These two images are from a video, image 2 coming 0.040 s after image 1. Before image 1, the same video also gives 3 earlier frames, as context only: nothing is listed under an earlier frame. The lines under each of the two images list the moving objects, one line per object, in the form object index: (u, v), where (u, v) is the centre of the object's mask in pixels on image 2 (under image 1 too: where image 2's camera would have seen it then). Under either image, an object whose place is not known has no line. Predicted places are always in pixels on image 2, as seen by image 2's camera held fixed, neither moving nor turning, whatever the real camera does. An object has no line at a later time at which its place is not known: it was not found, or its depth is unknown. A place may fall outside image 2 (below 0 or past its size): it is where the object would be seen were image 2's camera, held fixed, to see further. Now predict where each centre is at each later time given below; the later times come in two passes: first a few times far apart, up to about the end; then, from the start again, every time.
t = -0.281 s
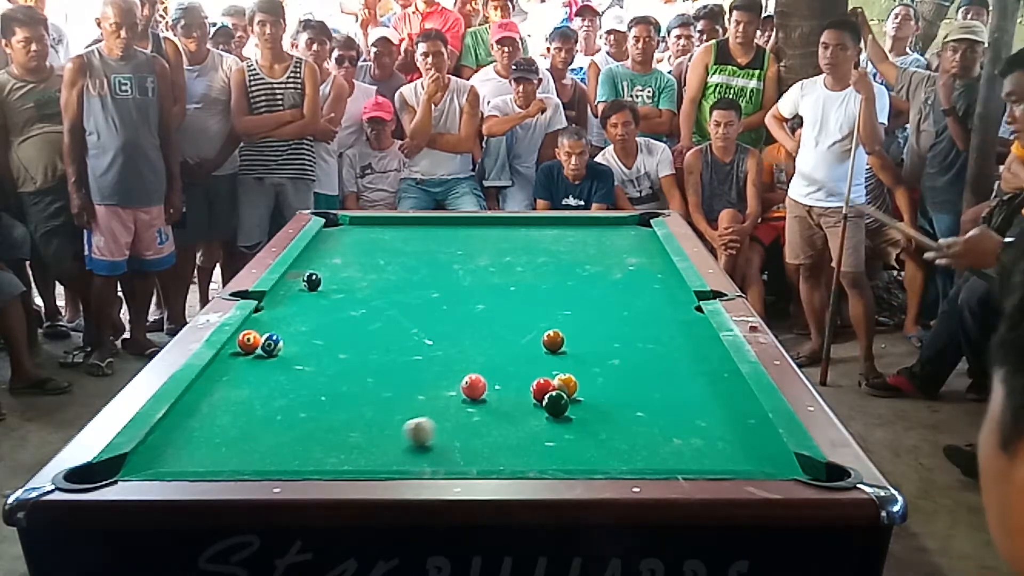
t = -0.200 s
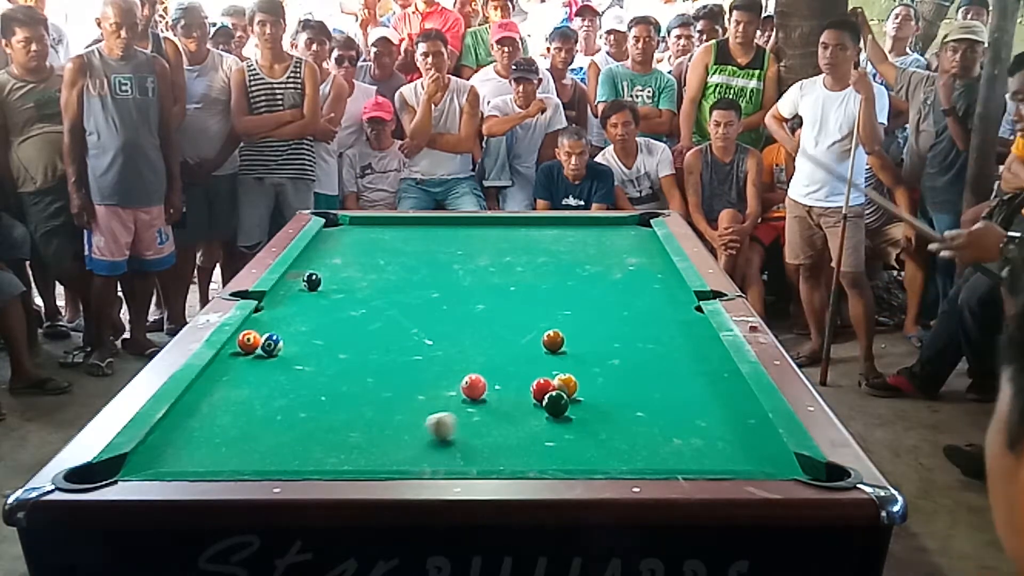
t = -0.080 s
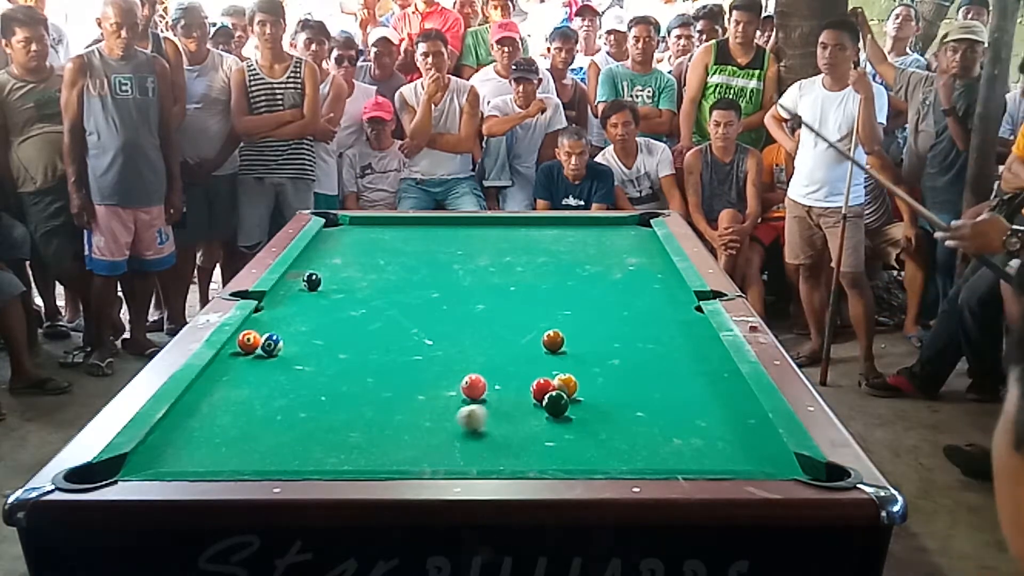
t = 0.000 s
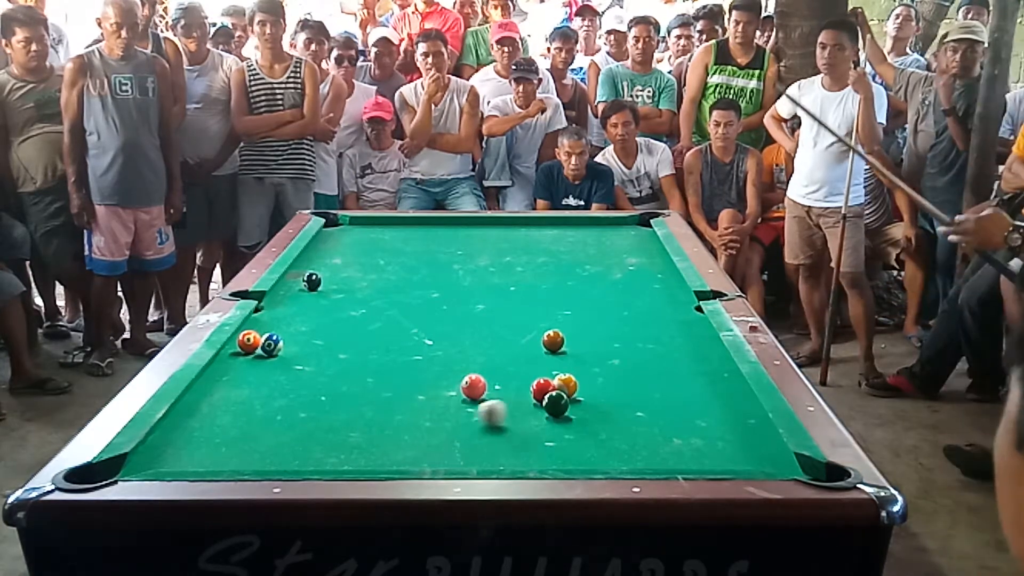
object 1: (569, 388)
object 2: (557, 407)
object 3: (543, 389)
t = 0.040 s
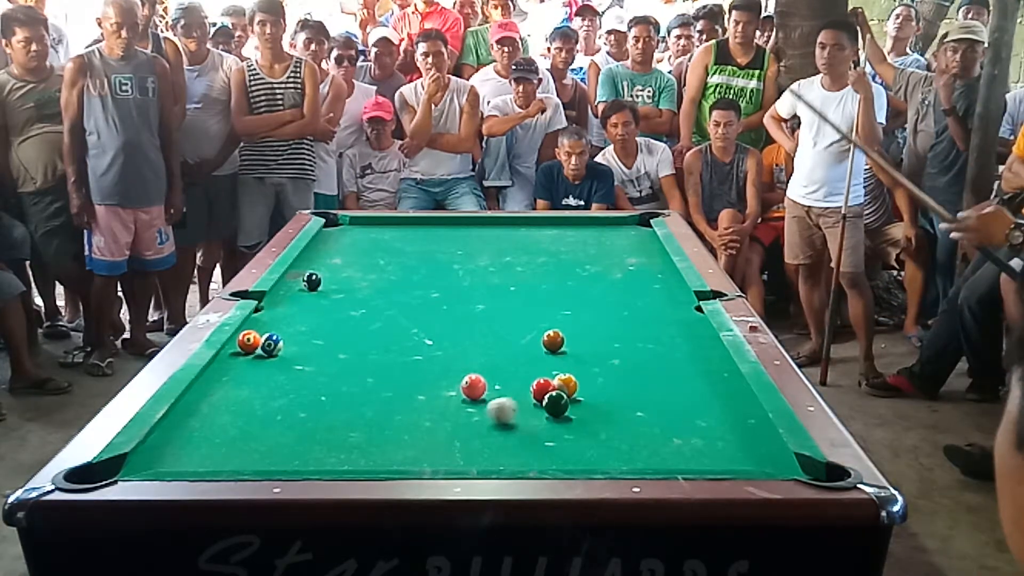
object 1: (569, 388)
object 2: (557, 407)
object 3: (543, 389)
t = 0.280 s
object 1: (566, 385)
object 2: (577, 408)
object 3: (547, 387)
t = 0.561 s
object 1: (584, 383)
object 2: (617, 407)
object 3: (543, 385)
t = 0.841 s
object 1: (599, 379)
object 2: (650, 405)
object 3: (540, 383)
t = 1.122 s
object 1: (610, 375)
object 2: (683, 404)
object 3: (538, 382)
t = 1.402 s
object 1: (620, 372)
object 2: (713, 404)
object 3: (538, 382)
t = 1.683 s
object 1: (625, 368)
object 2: (738, 403)
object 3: (538, 382)
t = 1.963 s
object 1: (630, 365)
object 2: (739, 403)
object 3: (538, 383)
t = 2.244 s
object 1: (632, 364)
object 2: (728, 404)
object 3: (538, 382)
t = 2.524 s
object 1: (632, 363)
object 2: (720, 404)
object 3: (538, 383)
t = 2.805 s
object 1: (632, 364)
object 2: (714, 405)
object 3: (538, 383)
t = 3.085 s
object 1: (632, 363)
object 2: (711, 404)
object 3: (538, 382)
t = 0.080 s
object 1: (569, 388)
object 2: (557, 407)
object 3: (543, 389)
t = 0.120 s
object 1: (569, 388)
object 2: (557, 407)
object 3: (543, 389)
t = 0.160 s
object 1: (569, 388)
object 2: (557, 407)
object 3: (544, 387)
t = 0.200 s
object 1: (568, 386)
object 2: (565, 407)
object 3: (545, 389)
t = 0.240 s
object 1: (566, 384)
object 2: (571, 408)
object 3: (547, 388)
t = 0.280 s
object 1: (566, 385)
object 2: (577, 408)
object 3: (547, 387)
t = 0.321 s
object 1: (569, 385)
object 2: (583, 408)
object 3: (546, 387)
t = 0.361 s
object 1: (571, 384)
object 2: (589, 408)
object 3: (546, 387)
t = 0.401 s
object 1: (573, 385)
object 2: (594, 408)
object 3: (545, 386)
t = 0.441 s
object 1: (576, 385)
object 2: (600, 408)
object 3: (545, 386)
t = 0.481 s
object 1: (579, 384)
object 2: (605, 407)
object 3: (544, 386)
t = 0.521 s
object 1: (582, 384)
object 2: (611, 407)
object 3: (543, 386)
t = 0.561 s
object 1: (584, 383)
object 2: (617, 407)
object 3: (543, 385)
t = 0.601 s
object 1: (586, 382)
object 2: (622, 407)
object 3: (543, 385)
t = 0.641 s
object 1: (589, 381)
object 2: (626, 405)
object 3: (542, 384)
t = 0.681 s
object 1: (591, 381)
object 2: (631, 405)
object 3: (541, 384)
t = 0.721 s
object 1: (593, 381)
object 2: (636, 405)
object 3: (541, 384)
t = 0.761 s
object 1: (595, 380)
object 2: (641, 405)
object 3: (541, 384)
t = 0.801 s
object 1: (597, 379)
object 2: (646, 405)
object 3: (540, 383)
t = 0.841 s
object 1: (599, 379)
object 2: (650, 405)
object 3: (540, 383)
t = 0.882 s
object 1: (600, 378)
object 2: (655, 404)
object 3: (540, 383)
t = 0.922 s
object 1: (602, 377)
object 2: (660, 404)
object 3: (539, 383)
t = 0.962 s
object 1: (603, 375)
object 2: (665, 404)
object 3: (539, 383)
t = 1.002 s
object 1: (604, 375)
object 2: (670, 404)
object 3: (539, 383)
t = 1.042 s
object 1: (607, 376)
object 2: (674, 404)
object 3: (539, 383)
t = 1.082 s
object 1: (609, 375)
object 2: (679, 404)
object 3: (539, 383)
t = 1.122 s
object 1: (610, 375)
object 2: (683, 404)
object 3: (538, 382)
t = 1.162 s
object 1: (612, 374)
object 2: (687, 404)
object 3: (538, 382)
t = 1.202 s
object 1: (613, 374)
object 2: (692, 404)
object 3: (538, 382)
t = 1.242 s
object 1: (615, 373)
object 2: (696, 404)
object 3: (538, 382)
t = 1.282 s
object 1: (616, 373)
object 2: (700, 404)
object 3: (538, 383)
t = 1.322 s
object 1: (617, 373)
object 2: (704, 404)
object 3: (538, 382)
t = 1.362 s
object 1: (619, 372)
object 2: (709, 404)
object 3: (538, 382)
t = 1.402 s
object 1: (620, 372)
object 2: (713, 404)
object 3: (538, 382)
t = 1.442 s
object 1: (621, 372)
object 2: (716, 404)
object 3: (538, 382)
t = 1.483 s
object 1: (621, 369)
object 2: (720, 404)
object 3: (538, 382)
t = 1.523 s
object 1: (622, 369)
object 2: (724, 404)
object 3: (538, 382)
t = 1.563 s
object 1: (623, 368)
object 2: (727, 404)
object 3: (538, 382)
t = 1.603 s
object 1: (624, 368)
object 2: (731, 404)
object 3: (538, 382)
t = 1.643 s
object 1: (624, 368)
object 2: (734, 403)
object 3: (538, 382)
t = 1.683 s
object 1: (625, 368)
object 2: (738, 403)
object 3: (538, 382)
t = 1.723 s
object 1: (626, 367)
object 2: (742, 403)
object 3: (538, 382)
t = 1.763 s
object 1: (627, 367)
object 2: (745, 403)
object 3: (538, 382)
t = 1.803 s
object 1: (628, 366)
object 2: (746, 404)
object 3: (538, 383)
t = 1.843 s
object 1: (628, 366)
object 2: (744, 403)
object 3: (538, 382)
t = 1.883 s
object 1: (629, 366)
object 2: (742, 403)
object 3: (538, 383)
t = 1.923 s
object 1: (630, 365)
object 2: (741, 403)
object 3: (538, 383)
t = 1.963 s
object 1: (630, 365)
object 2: (739, 403)
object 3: (538, 383)
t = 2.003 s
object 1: (631, 365)
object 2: (737, 403)
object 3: (538, 383)
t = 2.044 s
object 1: (631, 365)
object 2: (735, 403)
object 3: (538, 383)
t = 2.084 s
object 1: (631, 364)
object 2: (734, 403)
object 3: (538, 383)
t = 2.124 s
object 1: (632, 364)
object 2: (732, 404)
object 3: (538, 383)
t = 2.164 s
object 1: (632, 364)
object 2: (730, 404)
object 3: (538, 383)
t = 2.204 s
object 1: (632, 364)
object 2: (729, 404)
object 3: (538, 383)
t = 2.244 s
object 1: (632, 364)
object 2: (728, 404)
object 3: (538, 382)
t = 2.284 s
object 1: (632, 364)
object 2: (726, 404)
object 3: (538, 383)
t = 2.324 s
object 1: (632, 364)
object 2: (725, 404)
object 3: (538, 383)
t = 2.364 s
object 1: (632, 364)
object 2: (724, 404)
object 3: (538, 383)
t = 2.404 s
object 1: (632, 364)
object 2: (723, 404)
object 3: (538, 383)
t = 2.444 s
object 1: (632, 363)
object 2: (722, 404)
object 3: (538, 382)
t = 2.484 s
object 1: (632, 363)
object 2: (721, 404)
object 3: (538, 383)
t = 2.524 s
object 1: (632, 363)
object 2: (720, 404)
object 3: (538, 383)
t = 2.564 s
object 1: (632, 363)
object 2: (719, 404)
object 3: (538, 383)
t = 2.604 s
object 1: (632, 364)
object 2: (718, 404)
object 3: (538, 383)
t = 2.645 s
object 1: (632, 364)
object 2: (717, 404)
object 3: (538, 383)
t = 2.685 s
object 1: (632, 364)
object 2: (716, 404)
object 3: (538, 383)
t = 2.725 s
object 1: (632, 364)
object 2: (716, 404)
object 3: (538, 382)
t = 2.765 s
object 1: (632, 364)
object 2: (715, 404)
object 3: (538, 382)
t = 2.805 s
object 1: (632, 364)
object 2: (714, 405)
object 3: (538, 383)
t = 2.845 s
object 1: (632, 364)
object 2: (713, 404)
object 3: (538, 383)
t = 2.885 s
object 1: (632, 364)
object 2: (713, 405)
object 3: (538, 382)
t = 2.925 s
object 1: (632, 364)
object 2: (712, 404)
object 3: (538, 382)
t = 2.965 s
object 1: (632, 363)
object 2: (712, 404)
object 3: (538, 382)
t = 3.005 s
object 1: (632, 364)
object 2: (711, 404)
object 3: (538, 382)
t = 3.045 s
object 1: (632, 363)
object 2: (711, 404)
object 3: (538, 382)
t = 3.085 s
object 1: (632, 363)
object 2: (711, 404)
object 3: (538, 382)
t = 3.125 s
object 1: (632, 363)
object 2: (711, 405)
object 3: (538, 382)
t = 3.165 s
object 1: (632, 363)
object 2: (711, 405)
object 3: (538, 382)
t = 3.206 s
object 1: (632, 364)
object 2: (711, 404)
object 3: (538, 382)
